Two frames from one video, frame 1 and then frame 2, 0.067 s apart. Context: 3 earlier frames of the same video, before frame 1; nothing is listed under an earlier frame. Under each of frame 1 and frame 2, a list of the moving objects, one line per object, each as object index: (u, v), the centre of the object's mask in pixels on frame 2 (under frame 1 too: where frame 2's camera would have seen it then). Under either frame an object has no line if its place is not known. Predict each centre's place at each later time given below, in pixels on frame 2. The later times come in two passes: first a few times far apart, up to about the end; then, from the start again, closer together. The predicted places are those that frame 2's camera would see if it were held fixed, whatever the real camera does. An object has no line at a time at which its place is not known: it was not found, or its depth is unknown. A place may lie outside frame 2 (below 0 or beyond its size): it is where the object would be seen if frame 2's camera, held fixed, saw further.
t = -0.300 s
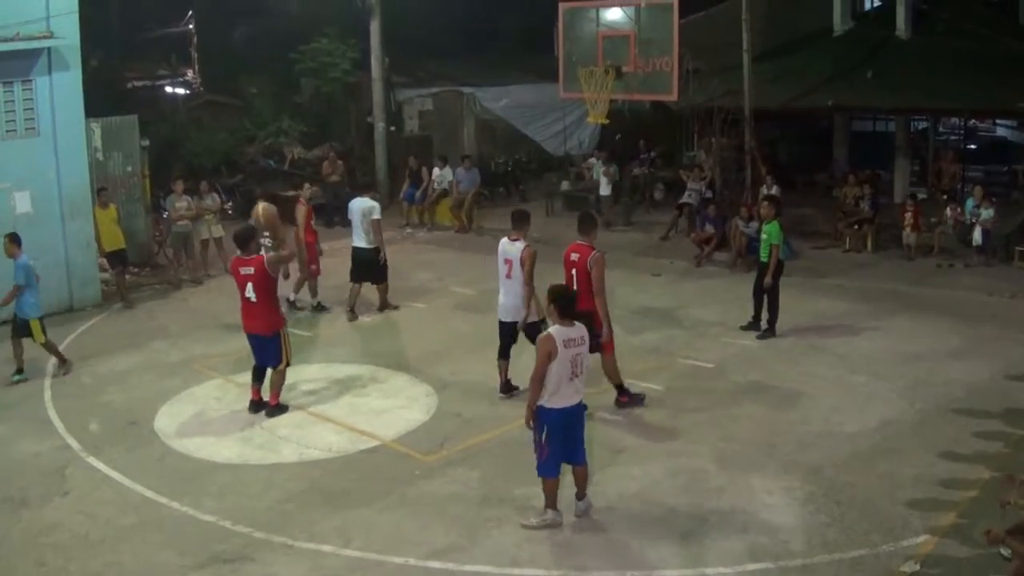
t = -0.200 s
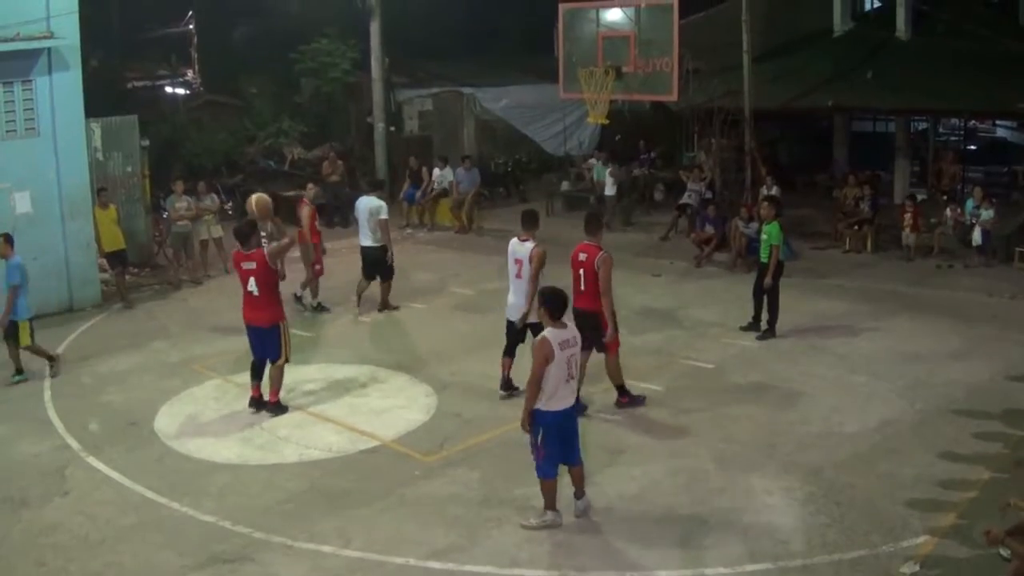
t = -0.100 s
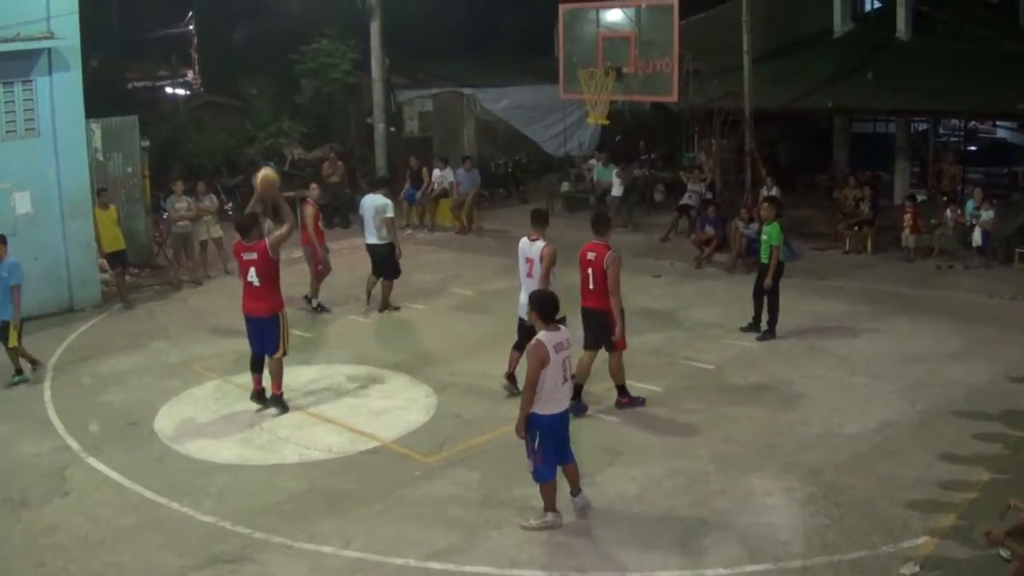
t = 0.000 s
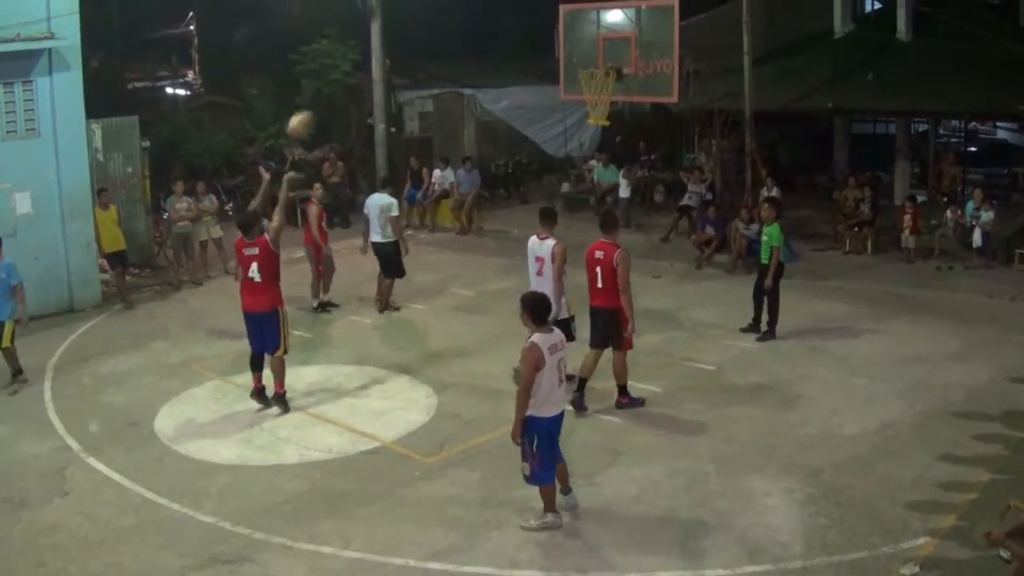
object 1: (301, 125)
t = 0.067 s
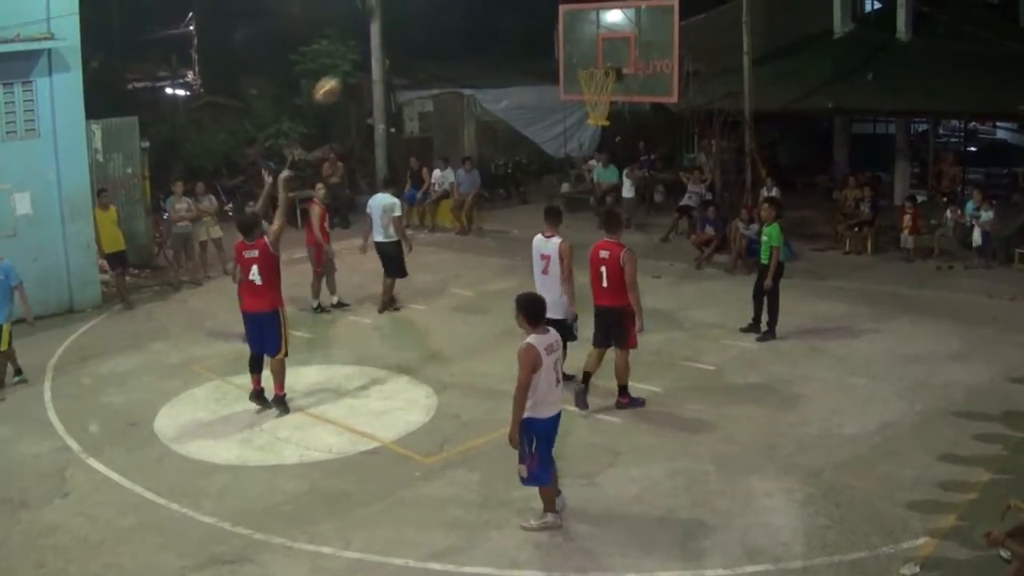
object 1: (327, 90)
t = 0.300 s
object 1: (415, 13)
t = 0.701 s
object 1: (538, 14)
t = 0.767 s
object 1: (554, 26)
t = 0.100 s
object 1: (341, 75)
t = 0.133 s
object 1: (353, 61)
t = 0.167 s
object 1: (365, 49)
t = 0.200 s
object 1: (379, 37)
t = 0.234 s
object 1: (392, 28)
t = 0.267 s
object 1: (402, 20)
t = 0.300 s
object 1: (415, 13)
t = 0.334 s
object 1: (425, 9)
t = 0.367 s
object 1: (436, 6)
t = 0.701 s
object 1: (538, 14)
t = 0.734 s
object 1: (547, 19)
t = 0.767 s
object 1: (554, 26)
